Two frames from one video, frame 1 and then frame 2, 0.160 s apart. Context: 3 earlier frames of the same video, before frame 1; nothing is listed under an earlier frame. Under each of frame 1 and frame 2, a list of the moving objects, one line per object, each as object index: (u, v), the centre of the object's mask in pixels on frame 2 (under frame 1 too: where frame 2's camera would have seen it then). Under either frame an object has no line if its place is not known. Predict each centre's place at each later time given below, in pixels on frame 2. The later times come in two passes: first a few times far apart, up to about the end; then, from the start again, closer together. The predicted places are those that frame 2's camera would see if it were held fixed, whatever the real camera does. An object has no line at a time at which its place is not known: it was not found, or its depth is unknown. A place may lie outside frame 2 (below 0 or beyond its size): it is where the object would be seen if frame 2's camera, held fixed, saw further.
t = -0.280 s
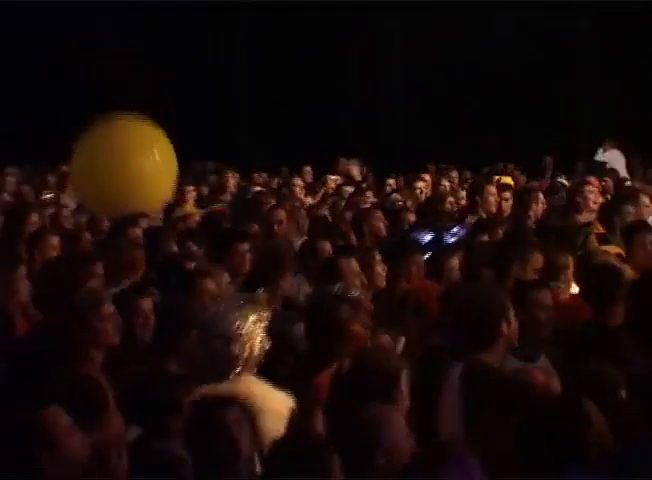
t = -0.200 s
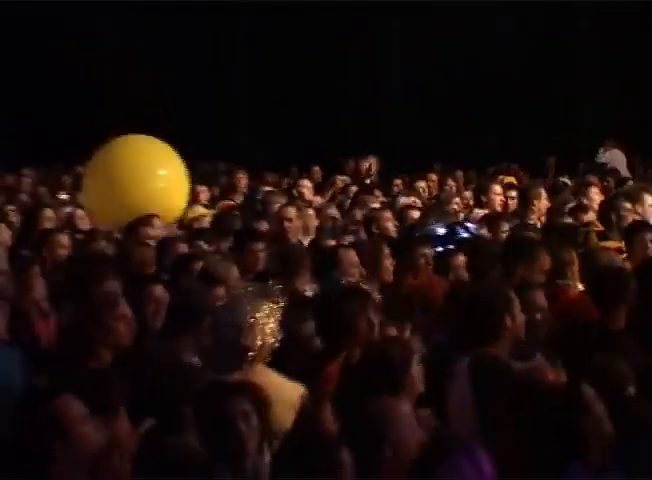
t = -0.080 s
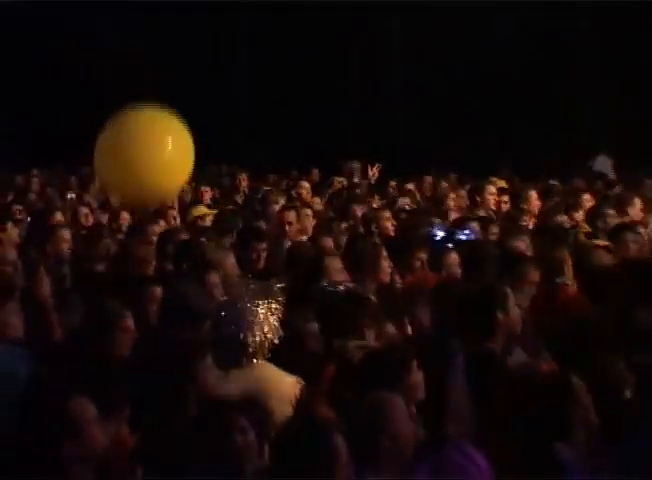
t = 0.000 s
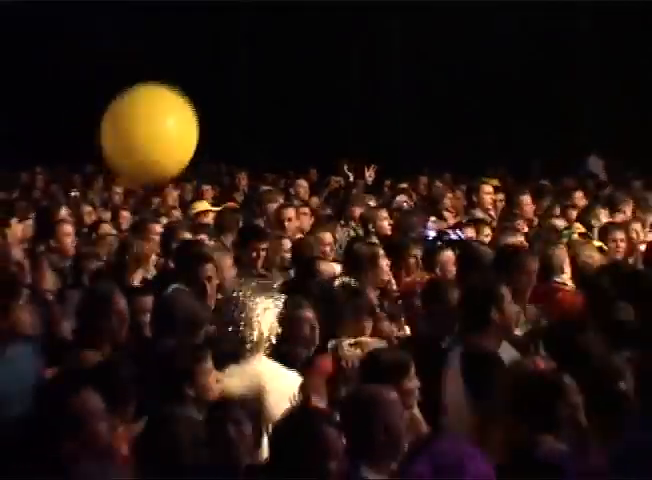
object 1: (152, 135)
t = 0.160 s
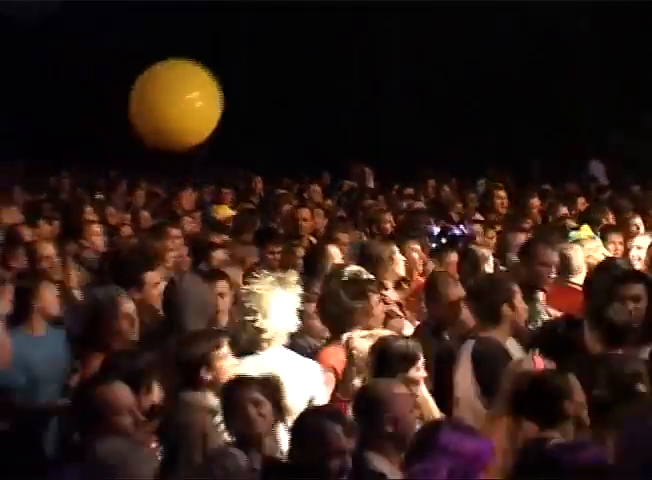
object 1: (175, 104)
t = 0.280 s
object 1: (188, 89)
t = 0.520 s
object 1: (214, 81)
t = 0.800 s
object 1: (231, 76)
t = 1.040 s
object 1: (250, 94)
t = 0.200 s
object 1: (180, 99)
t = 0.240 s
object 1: (186, 94)
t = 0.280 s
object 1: (188, 89)
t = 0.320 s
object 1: (195, 91)
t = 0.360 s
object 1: (204, 93)
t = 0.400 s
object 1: (205, 90)
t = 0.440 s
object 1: (208, 87)
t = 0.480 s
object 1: (211, 84)
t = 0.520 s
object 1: (214, 81)
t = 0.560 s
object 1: (216, 78)
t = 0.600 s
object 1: (218, 77)
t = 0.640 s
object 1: (220, 76)
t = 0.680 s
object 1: (222, 75)
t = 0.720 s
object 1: (225, 75)
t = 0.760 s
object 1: (230, 79)
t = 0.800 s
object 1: (231, 76)
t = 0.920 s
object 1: (240, 85)
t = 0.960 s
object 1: (245, 87)
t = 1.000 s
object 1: (248, 91)
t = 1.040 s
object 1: (250, 94)
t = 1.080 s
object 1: (251, 97)
